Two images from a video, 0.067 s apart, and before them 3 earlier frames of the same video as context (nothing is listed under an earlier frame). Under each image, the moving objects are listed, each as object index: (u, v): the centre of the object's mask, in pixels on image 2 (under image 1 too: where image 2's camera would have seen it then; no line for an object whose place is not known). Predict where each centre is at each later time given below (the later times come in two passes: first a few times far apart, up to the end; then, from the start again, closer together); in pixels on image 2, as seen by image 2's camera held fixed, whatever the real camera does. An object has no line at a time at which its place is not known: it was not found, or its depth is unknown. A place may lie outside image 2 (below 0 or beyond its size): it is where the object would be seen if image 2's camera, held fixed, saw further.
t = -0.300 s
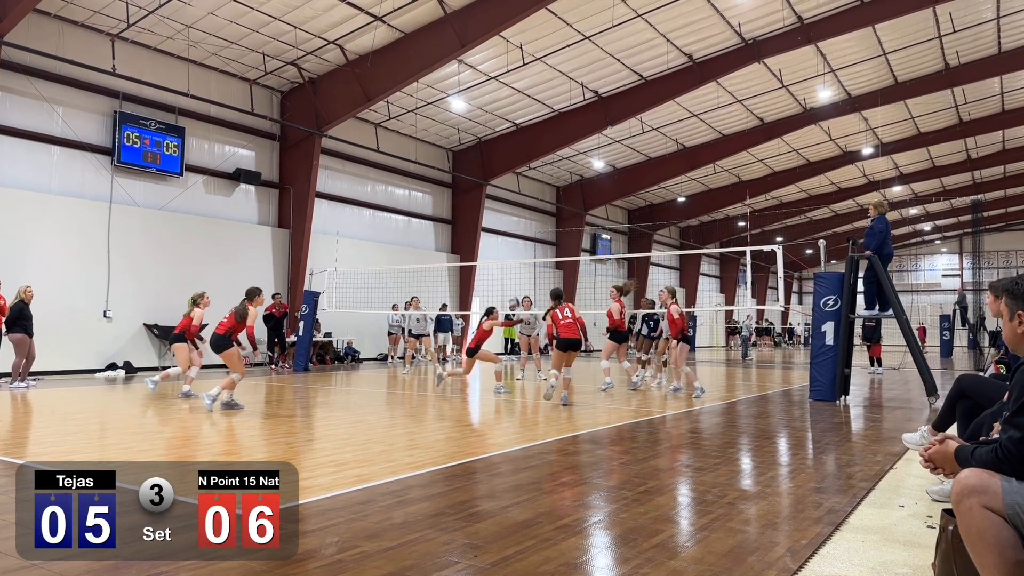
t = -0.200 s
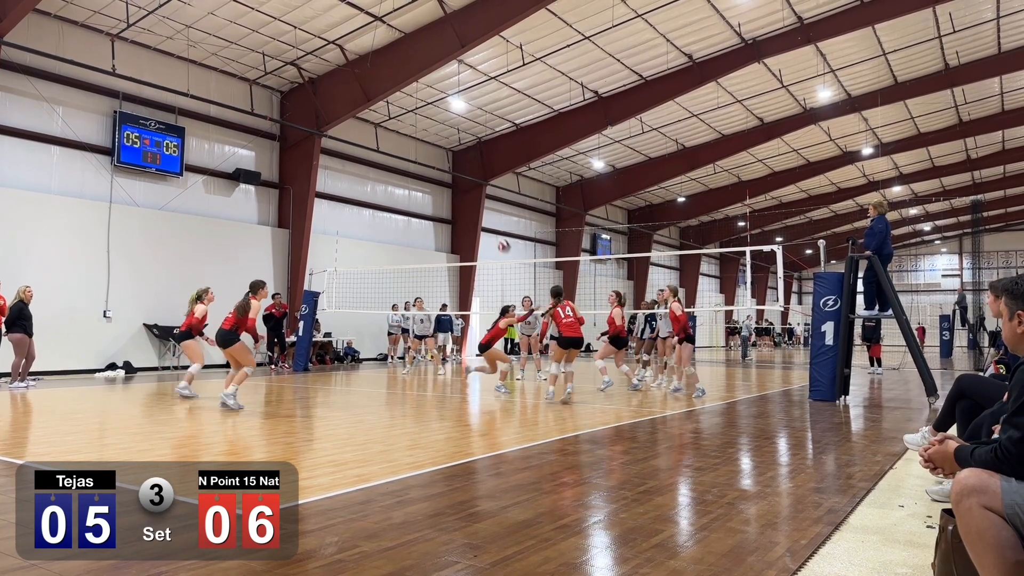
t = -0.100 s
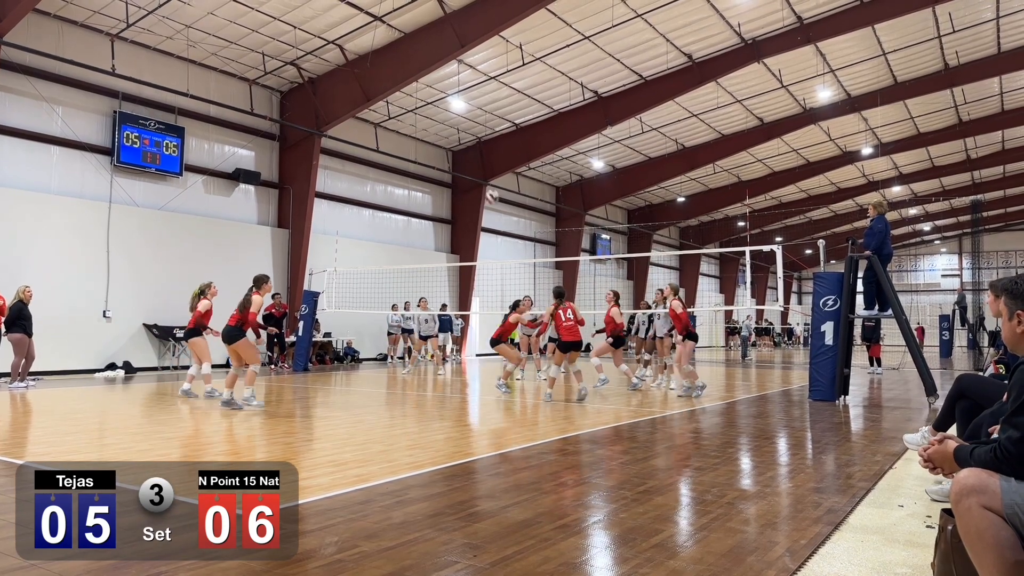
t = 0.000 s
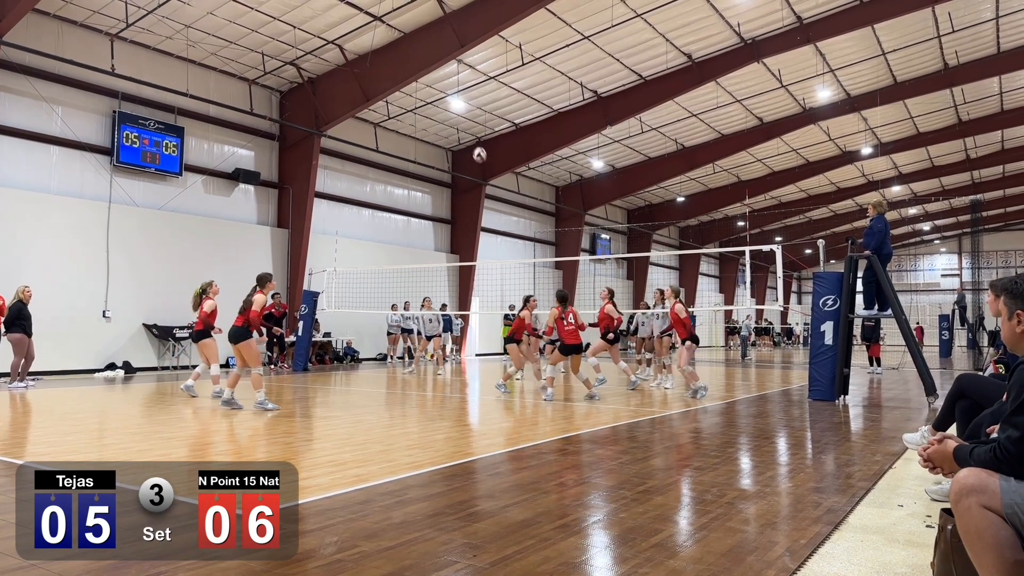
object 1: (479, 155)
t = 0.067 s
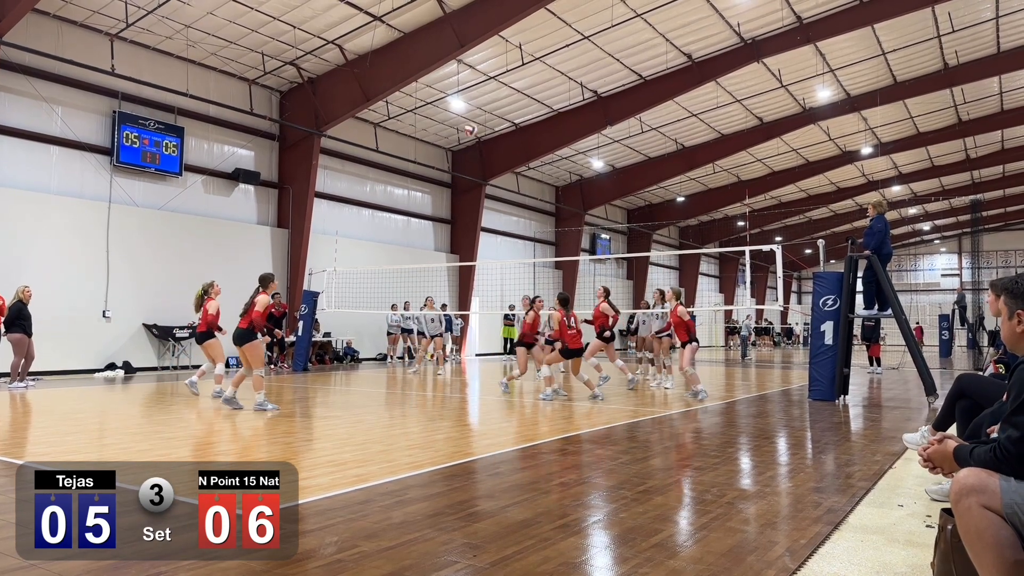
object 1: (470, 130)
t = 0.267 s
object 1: (444, 74)
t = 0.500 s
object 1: (413, 43)
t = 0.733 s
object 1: (381, 46)
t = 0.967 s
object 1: (349, 83)
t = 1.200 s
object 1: (320, 150)
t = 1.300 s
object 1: (308, 191)
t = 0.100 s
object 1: (466, 119)
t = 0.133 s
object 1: (463, 108)
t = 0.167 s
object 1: (458, 99)
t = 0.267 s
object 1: (444, 74)
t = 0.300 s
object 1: (439, 68)
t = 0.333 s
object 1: (435, 62)
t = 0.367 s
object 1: (431, 56)
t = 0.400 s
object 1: (426, 52)
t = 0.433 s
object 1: (422, 48)
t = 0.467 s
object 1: (417, 45)
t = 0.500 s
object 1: (413, 43)
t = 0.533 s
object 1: (408, 41)
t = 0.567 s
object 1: (403, 39)
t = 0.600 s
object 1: (399, 39)
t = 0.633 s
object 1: (395, 40)
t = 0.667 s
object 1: (390, 41)
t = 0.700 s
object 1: (385, 44)
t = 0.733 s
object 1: (381, 46)
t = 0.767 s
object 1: (376, 49)
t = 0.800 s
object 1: (372, 53)
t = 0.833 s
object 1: (367, 58)
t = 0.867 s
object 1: (362, 63)
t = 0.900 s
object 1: (358, 69)
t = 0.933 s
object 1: (353, 76)
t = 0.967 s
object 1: (349, 83)
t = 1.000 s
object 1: (344, 92)
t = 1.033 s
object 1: (340, 101)
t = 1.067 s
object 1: (335, 111)
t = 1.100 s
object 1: (331, 121)
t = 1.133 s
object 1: (326, 132)
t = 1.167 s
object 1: (324, 137)
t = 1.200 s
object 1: (320, 150)
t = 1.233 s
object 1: (316, 163)
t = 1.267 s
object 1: (311, 177)
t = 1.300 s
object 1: (308, 191)
